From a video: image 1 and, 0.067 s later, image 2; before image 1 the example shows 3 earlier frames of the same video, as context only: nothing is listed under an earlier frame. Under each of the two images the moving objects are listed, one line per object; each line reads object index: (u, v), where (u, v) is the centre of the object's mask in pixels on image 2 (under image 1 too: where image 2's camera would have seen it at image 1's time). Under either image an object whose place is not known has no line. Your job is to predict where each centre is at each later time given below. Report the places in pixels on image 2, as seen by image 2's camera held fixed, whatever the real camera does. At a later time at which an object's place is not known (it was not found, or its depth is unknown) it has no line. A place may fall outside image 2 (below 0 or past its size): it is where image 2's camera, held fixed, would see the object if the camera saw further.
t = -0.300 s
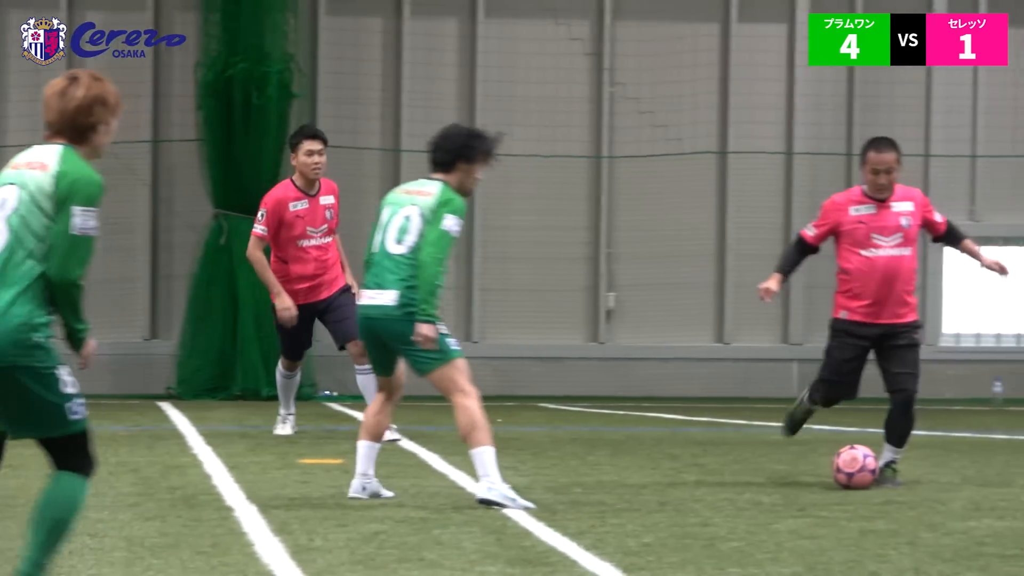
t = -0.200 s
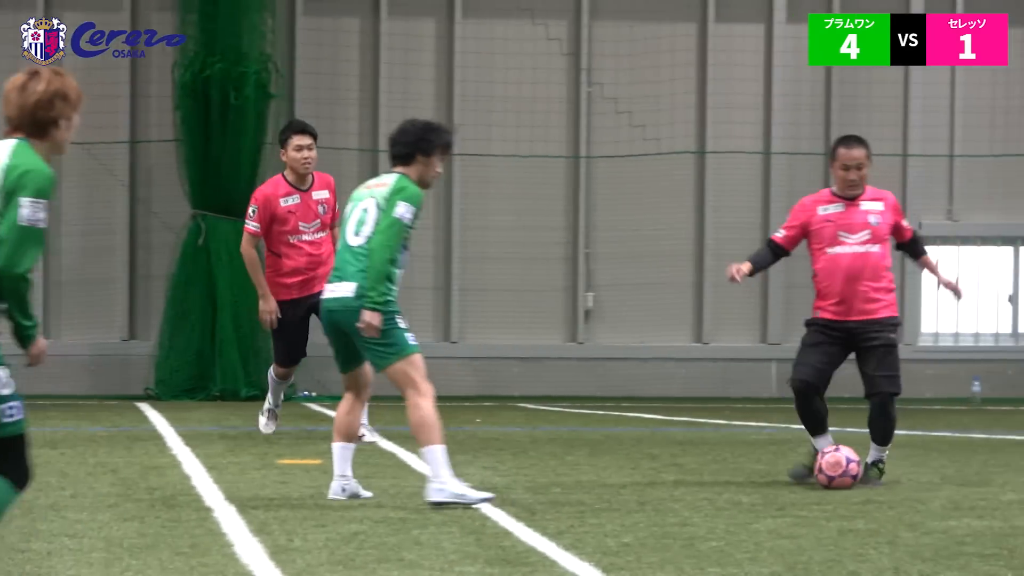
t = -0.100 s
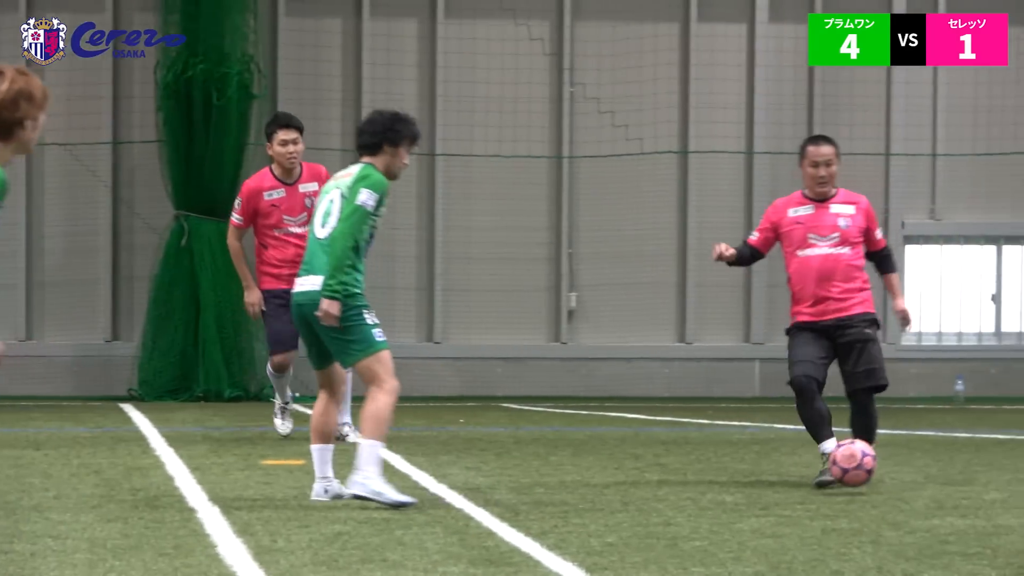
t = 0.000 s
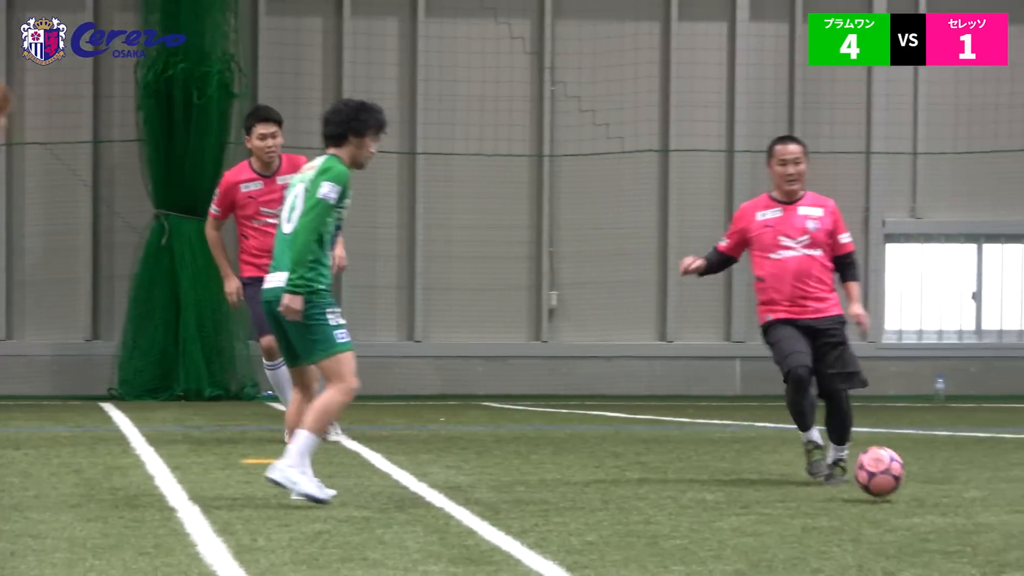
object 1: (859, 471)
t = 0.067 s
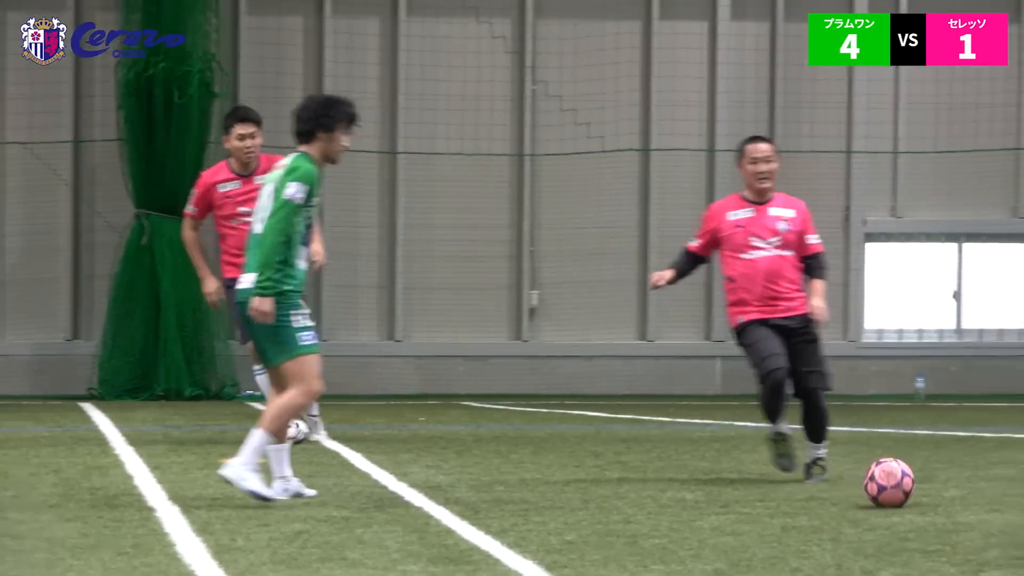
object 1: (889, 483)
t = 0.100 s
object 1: (902, 483)
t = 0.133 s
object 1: (915, 484)
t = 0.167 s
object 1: (928, 488)
